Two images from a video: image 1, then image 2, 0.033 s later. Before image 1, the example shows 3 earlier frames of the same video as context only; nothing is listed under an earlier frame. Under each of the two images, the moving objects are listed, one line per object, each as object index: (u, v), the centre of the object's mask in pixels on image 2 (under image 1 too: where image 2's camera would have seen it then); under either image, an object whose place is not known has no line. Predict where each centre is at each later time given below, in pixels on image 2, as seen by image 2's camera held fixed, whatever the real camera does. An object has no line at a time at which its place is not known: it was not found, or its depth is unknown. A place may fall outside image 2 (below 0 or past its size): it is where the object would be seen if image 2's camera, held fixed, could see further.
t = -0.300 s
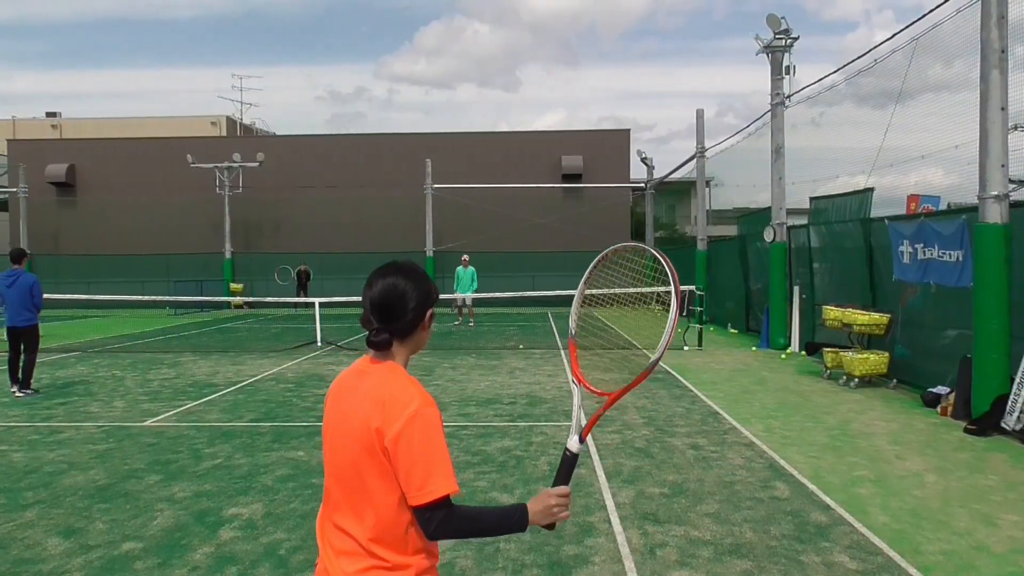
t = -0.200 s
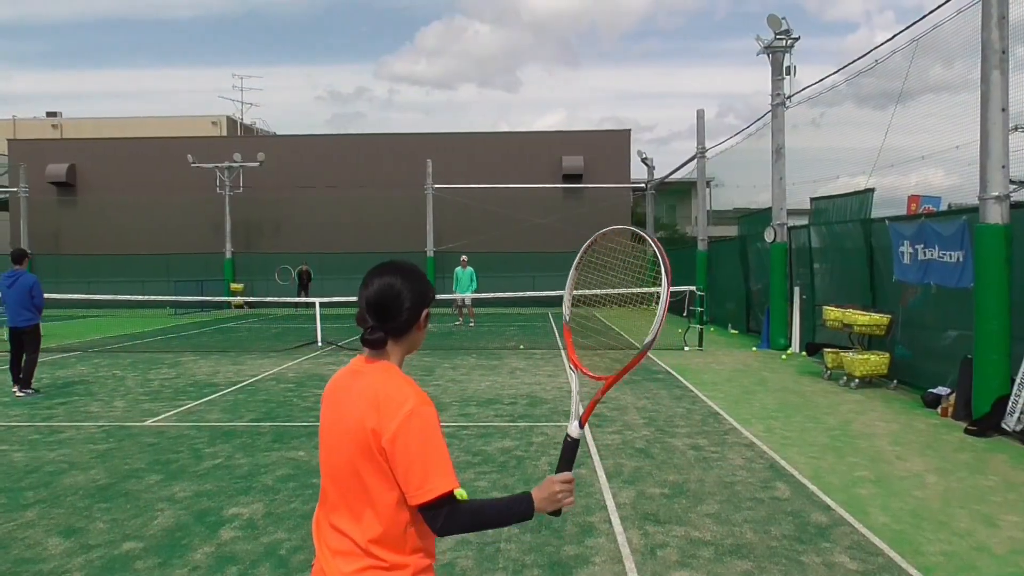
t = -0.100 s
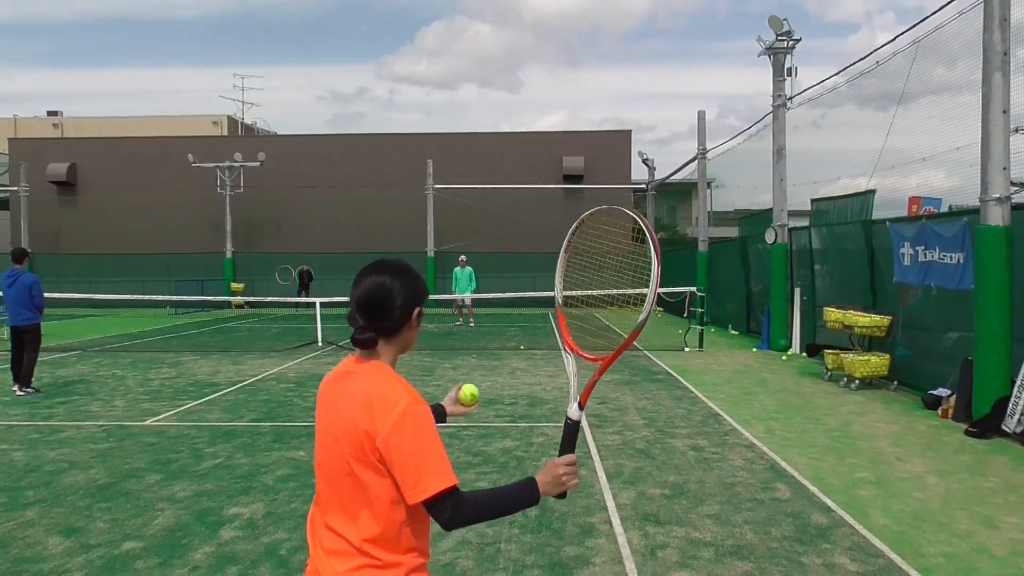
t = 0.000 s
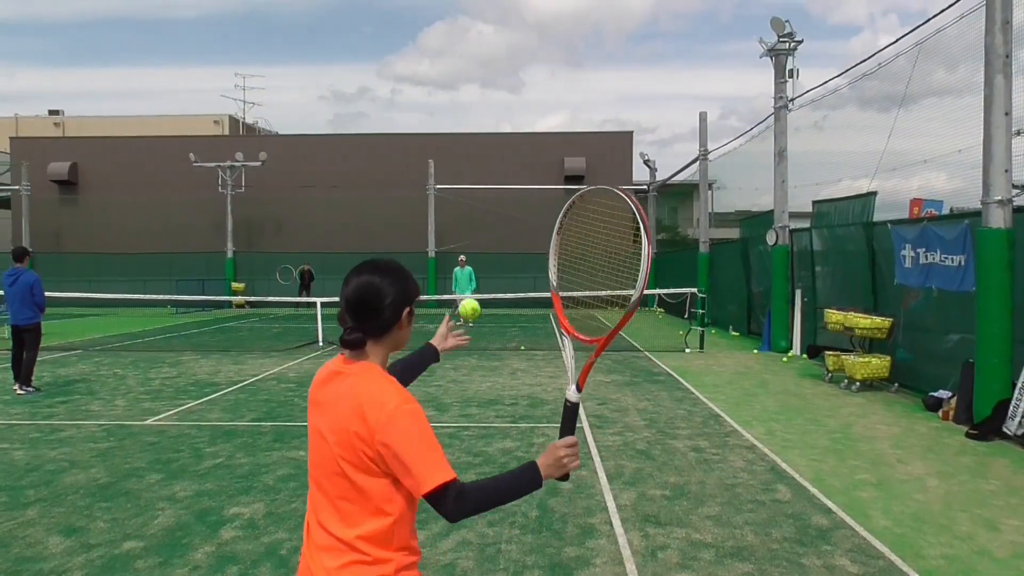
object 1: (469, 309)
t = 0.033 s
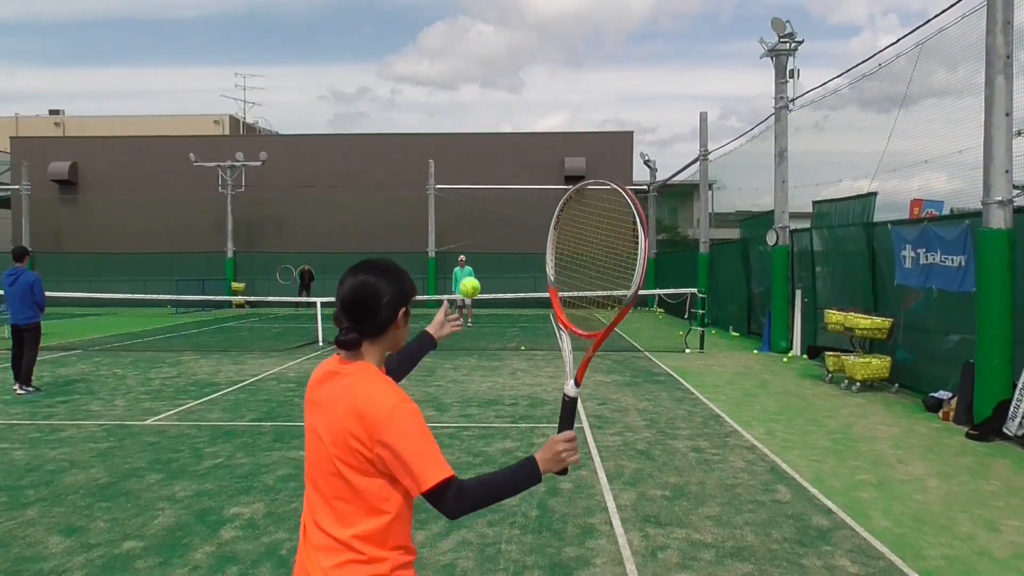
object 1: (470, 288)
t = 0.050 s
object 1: (469, 278)
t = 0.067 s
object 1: (468, 268)
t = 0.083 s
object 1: (468, 260)
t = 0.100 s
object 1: (467, 253)
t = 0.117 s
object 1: (467, 247)
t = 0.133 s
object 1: (465, 241)
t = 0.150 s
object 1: (466, 238)
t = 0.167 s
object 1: (466, 234)
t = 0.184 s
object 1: (465, 232)
